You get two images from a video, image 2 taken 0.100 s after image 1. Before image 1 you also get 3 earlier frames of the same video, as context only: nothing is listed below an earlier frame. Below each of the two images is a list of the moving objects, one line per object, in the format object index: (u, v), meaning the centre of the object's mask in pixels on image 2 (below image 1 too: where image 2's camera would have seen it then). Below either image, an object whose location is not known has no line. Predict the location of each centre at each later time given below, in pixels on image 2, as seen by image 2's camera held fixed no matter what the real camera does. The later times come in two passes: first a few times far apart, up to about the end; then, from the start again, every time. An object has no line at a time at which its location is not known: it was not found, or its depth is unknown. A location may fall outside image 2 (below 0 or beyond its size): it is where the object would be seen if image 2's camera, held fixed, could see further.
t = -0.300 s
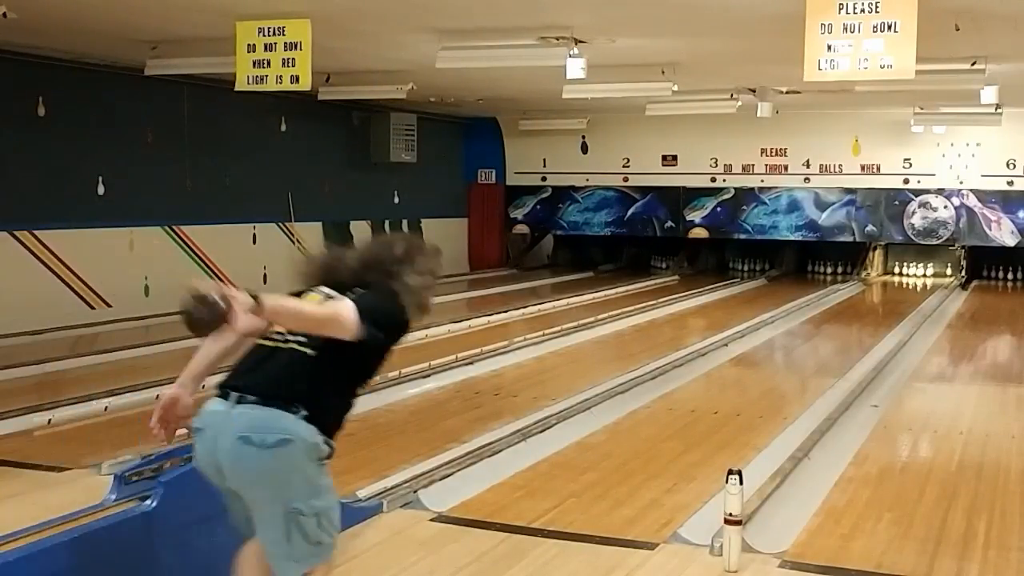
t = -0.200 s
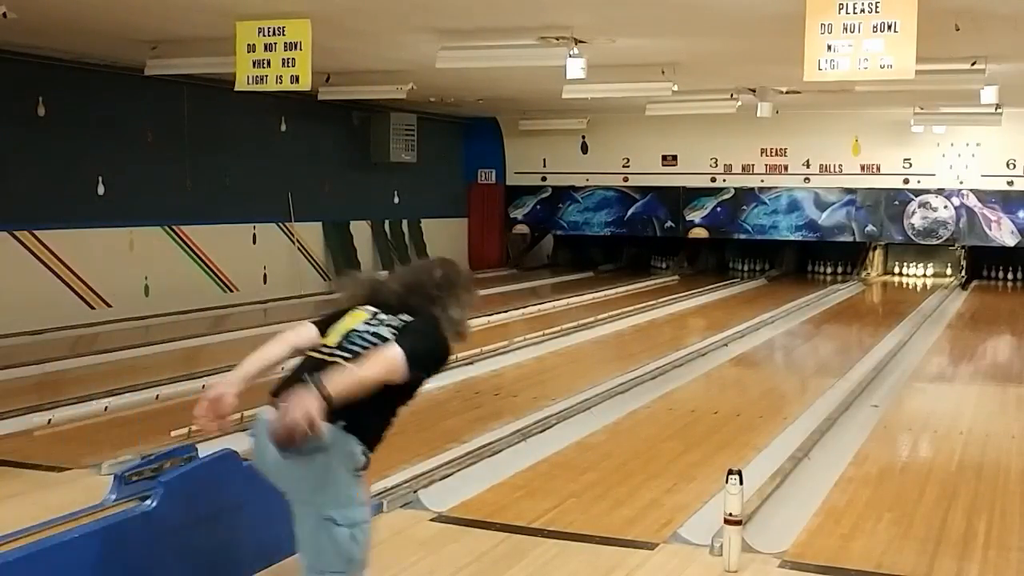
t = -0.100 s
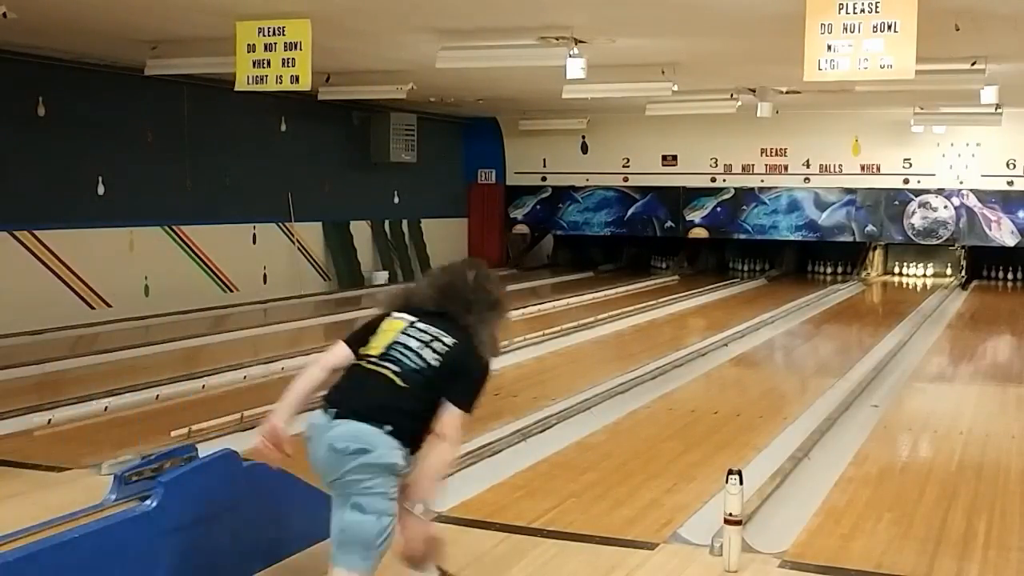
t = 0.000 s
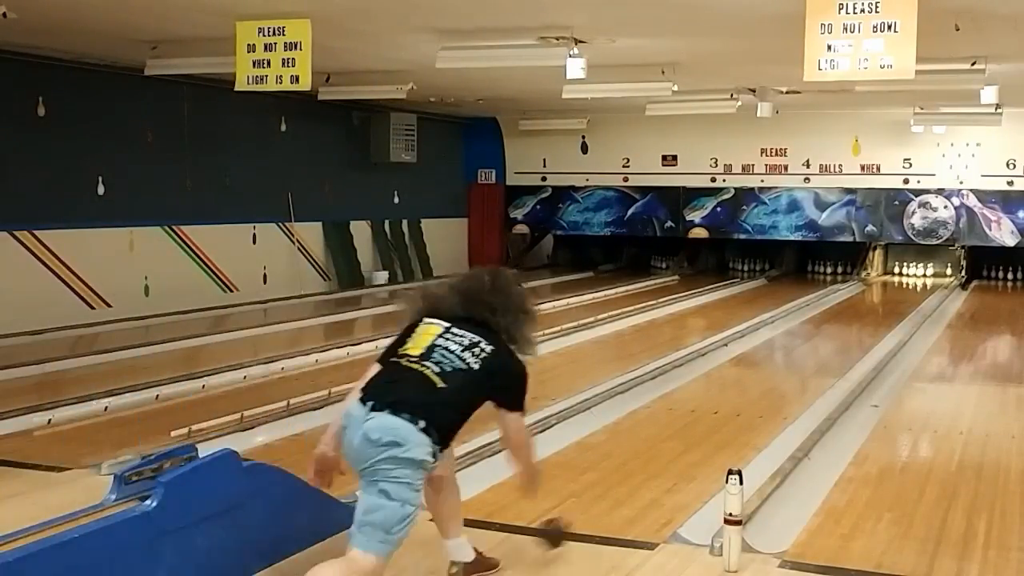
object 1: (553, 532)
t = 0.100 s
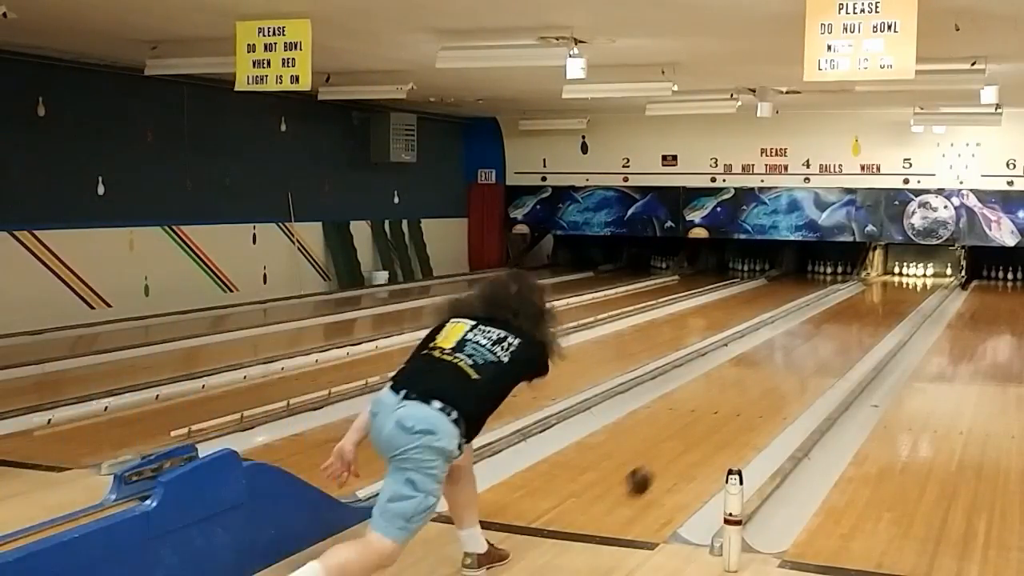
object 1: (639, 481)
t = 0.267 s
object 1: (727, 414)
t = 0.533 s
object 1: (804, 358)
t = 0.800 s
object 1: (848, 325)
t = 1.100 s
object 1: (878, 302)
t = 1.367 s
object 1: (898, 288)
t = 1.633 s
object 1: (912, 280)
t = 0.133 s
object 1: (660, 464)
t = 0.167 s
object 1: (680, 450)
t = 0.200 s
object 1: (697, 437)
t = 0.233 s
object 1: (712, 425)
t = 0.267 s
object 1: (727, 414)
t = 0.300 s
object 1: (739, 405)
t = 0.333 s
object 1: (751, 396)
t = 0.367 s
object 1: (762, 388)
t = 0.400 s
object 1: (771, 381)
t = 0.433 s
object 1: (780, 375)
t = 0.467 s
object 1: (789, 368)
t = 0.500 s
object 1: (797, 363)
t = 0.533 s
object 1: (804, 358)
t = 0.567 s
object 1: (811, 352)
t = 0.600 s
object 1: (817, 348)
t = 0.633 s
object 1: (823, 343)
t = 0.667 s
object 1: (828, 339)
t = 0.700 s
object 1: (833, 335)
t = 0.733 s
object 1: (838, 332)
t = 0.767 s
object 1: (843, 328)
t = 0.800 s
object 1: (848, 325)
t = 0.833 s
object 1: (852, 323)
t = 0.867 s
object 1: (856, 319)
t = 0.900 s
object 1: (859, 317)
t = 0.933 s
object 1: (863, 313)
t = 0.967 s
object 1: (867, 311)
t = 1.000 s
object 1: (870, 309)
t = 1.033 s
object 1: (873, 307)
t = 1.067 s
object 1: (876, 304)
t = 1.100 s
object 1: (878, 302)
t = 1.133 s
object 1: (881, 300)
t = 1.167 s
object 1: (884, 299)
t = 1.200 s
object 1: (886, 297)
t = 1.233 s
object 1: (888, 295)
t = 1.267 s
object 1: (891, 293)
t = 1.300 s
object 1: (893, 291)
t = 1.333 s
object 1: (895, 290)
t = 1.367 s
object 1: (898, 288)
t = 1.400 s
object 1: (900, 286)
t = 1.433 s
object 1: (901, 286)
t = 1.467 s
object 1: (903, 285)
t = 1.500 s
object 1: (904, 284)
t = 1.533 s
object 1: (906, 284)
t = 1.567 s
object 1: (908, 282)
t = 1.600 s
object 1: (910, 281)
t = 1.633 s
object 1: (912, 280)
